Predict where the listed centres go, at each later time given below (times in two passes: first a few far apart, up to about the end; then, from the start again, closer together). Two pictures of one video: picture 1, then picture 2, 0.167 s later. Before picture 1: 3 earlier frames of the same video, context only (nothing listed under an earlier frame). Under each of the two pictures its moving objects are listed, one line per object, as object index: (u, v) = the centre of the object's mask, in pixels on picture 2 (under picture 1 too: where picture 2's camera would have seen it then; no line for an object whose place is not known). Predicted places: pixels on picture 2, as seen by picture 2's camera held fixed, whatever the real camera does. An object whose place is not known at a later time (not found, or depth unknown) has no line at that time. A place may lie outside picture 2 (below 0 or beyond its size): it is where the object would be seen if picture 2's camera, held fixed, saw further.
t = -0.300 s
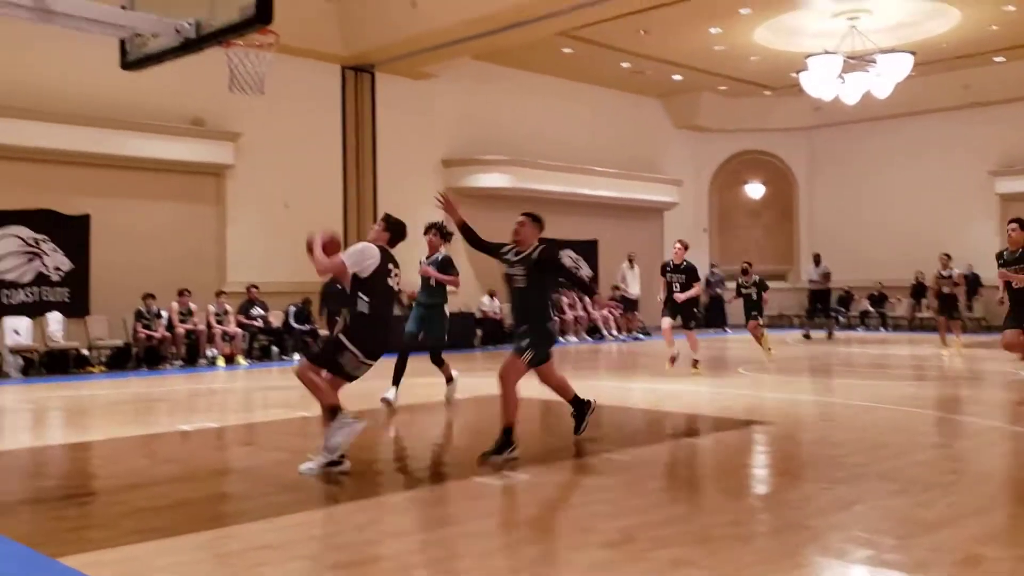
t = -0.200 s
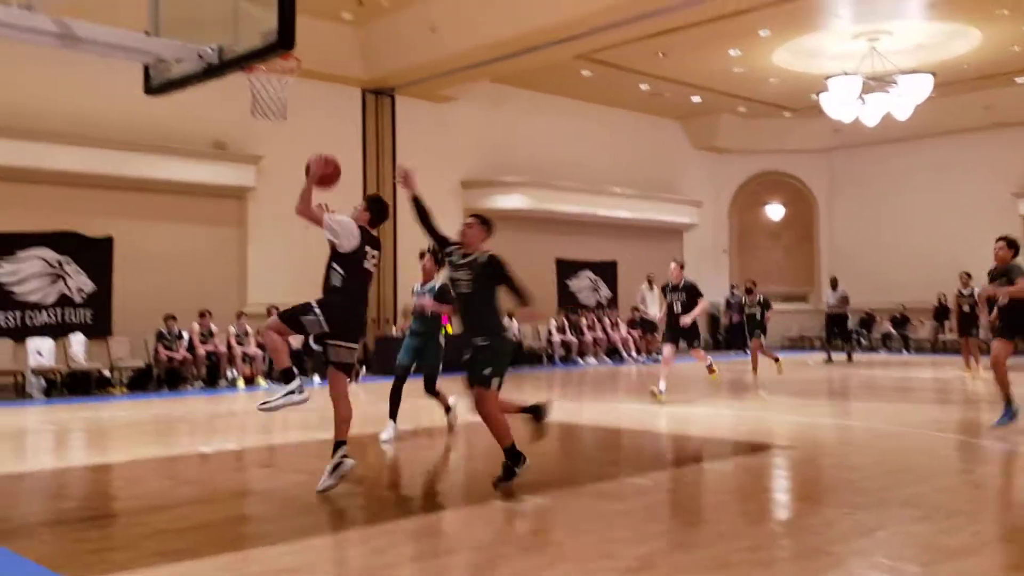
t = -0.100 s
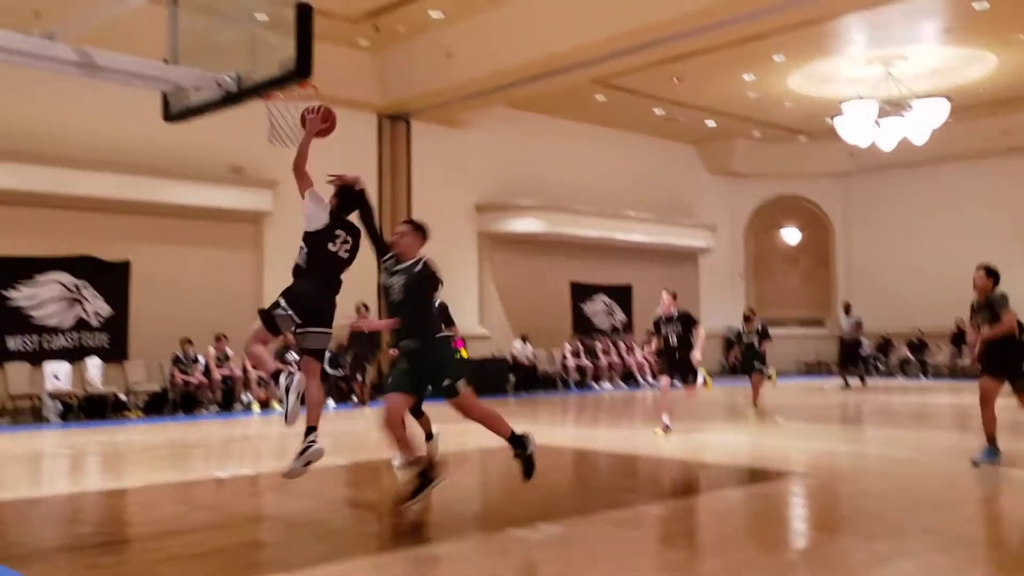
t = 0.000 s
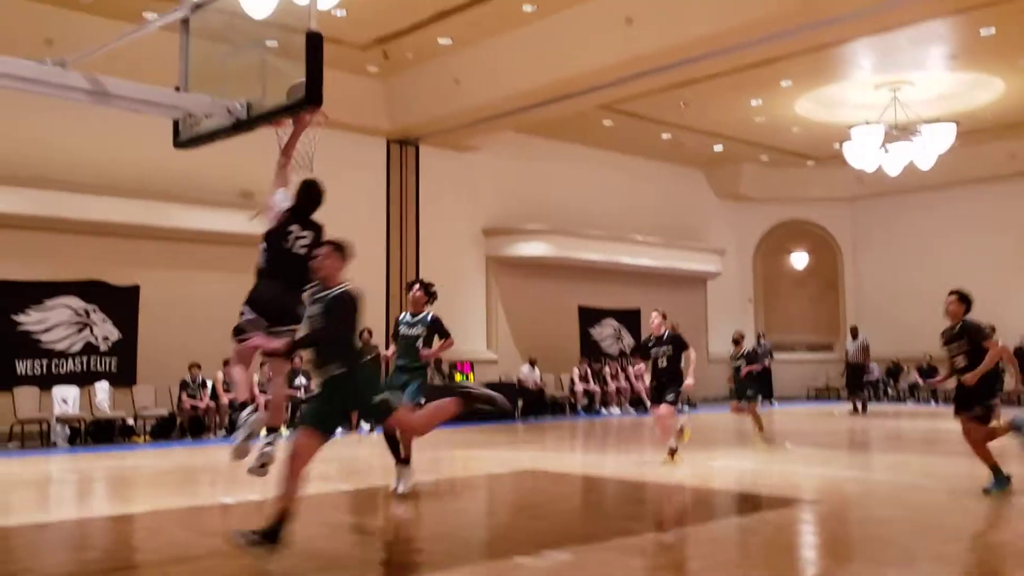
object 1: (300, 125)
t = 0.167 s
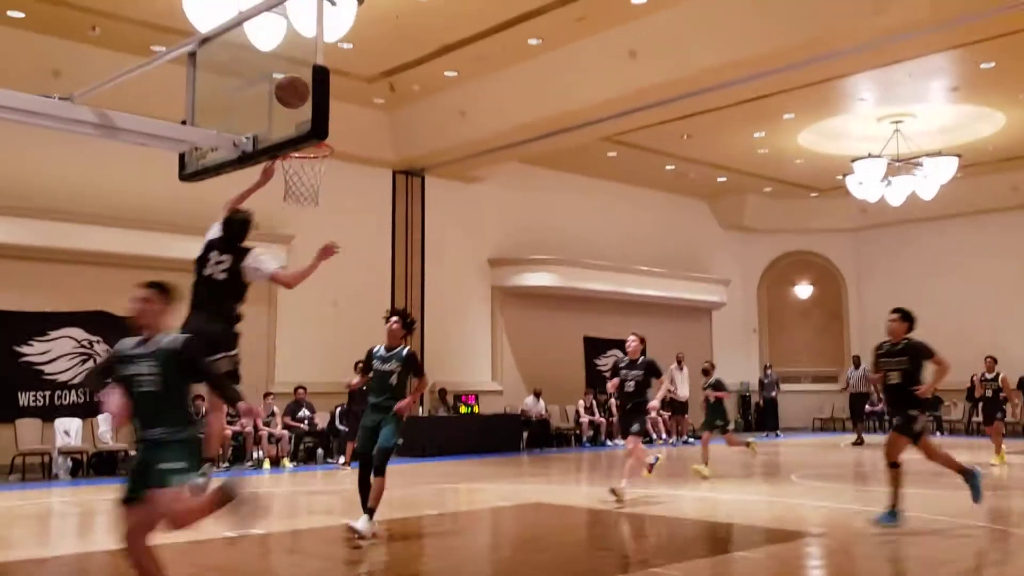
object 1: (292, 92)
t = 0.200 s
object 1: (293, 90)
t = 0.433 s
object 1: (300, 116)
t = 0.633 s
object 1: (308, 190)
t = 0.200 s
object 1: (293, 90)
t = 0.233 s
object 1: (295, 89)
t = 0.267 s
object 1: (296, 91)
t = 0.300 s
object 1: (297, 93)
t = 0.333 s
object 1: (298, 96)
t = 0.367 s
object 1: (299, 102)
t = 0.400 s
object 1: (300, 109)
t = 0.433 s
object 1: (300, 116)
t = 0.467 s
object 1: (300, 121)
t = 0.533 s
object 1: (308, 157)
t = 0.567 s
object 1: (308, 165)
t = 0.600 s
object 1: (309, 179)
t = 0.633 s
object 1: (308, 190)
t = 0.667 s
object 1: (308, 199)
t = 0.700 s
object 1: (307, 205)
